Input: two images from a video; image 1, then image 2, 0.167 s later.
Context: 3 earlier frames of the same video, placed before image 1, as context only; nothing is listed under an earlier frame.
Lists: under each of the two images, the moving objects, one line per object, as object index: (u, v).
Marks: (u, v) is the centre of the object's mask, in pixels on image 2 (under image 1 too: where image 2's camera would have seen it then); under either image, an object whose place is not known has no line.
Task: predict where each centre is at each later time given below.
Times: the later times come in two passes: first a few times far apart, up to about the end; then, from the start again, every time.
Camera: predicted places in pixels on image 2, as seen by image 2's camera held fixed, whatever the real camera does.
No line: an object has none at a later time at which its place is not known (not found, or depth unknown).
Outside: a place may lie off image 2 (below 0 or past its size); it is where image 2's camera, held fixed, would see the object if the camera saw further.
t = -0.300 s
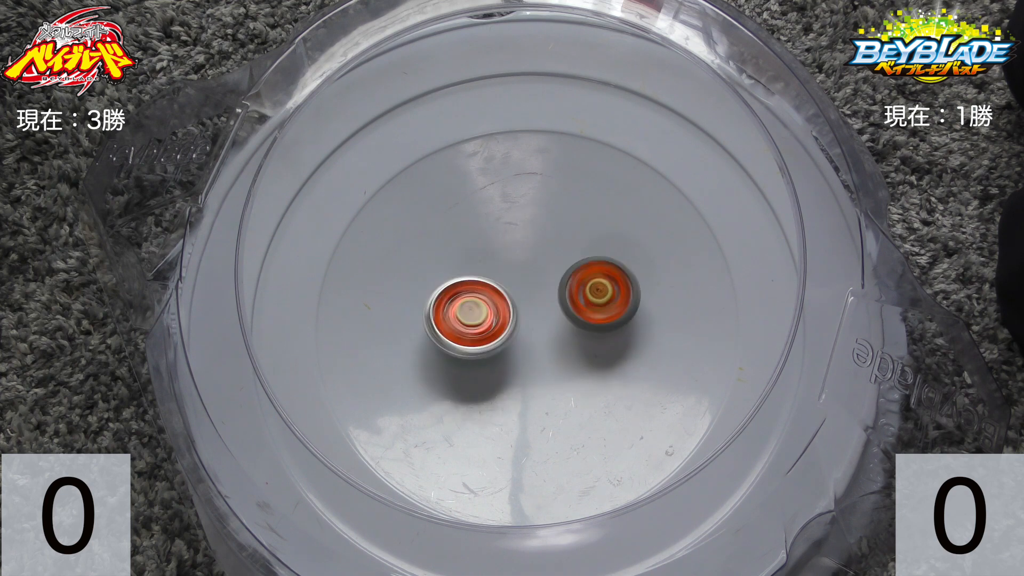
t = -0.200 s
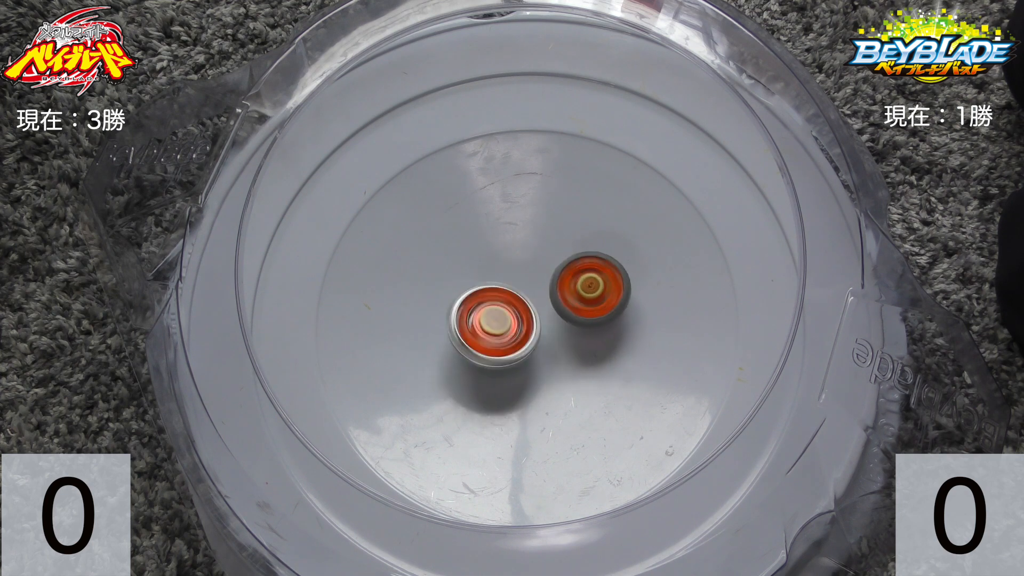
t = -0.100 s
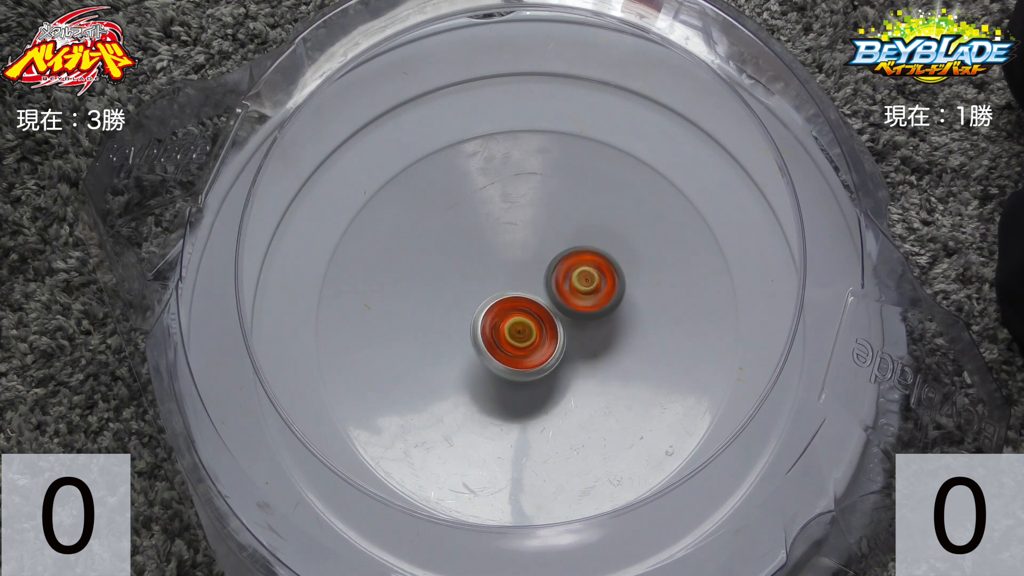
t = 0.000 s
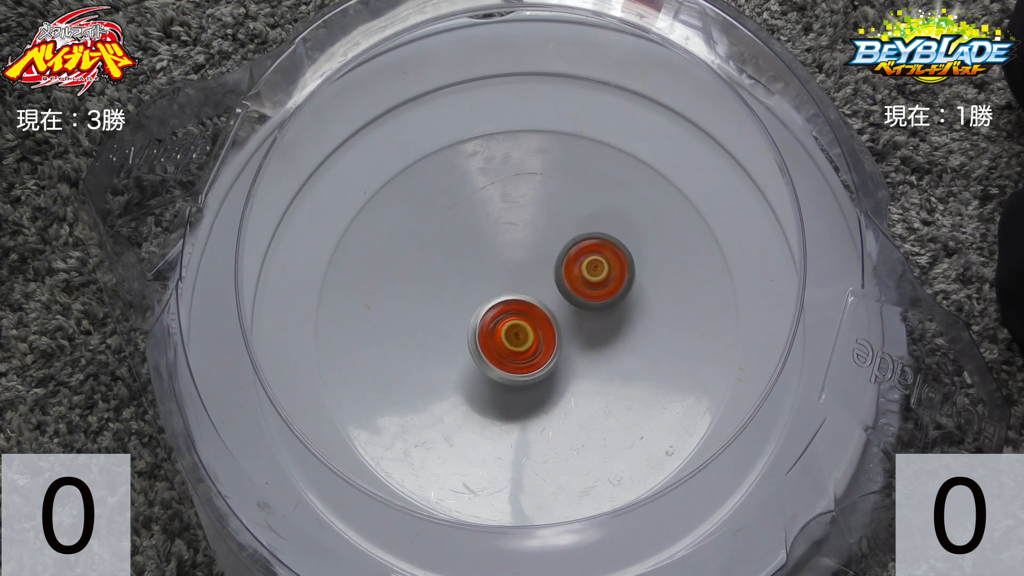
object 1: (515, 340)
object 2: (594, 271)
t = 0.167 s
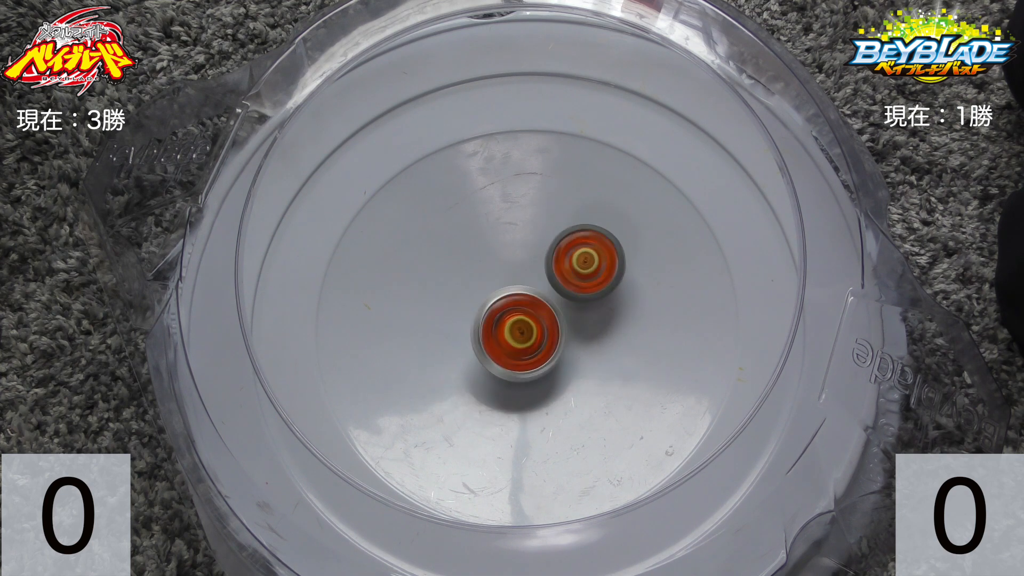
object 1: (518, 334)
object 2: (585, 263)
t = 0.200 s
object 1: (519, 332)
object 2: (583, 262)
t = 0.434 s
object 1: (503, 326)
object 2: (569, 255)
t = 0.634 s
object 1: (482, 321)
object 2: (567, 258)
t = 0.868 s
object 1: (485, 360)
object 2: (547, 266)
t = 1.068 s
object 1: (515, 348)
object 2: (531, 269)
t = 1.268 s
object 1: (524, 349)
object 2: (527, 255)
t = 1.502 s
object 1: (530, 330)
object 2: (515, 251)
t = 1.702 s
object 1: (529, 336)
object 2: (510, 257)
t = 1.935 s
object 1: (534, 376)
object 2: (521, 262)
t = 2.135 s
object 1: (535, 351)
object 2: (514, 274)
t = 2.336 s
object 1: (525, 341)
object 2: (508, 265)
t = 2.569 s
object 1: (511, 338)
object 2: (509, 255)
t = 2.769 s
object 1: (502, 374)
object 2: (542, 202)
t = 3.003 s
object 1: (518, 372)
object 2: (532, 246)
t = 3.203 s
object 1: (536, 368)
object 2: (568, 313)
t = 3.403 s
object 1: (522, 381)
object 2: (665, 298)
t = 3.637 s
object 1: (532, 362)
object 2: (620, 300)
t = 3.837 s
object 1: (510, 334)
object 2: (588, 309)
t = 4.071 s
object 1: (513, 307)
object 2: (594, 343)
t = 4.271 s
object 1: (520, 288)
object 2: (580, 358)
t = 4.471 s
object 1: (514, 289)
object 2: (589, 379)
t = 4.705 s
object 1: (520, 302)
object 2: (529, 393)
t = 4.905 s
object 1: (522, 307)
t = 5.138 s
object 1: (514, 304)
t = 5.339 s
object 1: (519, 310)
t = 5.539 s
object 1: (512, 308)
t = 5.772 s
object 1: (519, 309)
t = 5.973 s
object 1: (539, 297)
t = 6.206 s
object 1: (547, 304)
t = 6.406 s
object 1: (523, 319)
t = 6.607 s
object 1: (500, 313)
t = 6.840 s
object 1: (522, 300)
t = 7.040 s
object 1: (525, 304)
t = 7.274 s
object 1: (519, 304)
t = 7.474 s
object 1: (520, 310)
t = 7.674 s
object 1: (528, 314)
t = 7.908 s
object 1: (580, 306)
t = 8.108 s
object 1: (584, 279)
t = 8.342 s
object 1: (575, 269)
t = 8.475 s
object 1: (569, 266)
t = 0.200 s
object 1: (519, 332)
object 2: (583, 262)
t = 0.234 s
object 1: (519, 330)
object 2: (581, 261)
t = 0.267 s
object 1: (519, 327)
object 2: (579, 260)
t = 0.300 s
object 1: (520, 325)
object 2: (577, 259)
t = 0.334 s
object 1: (519, 324)
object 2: (575, 257)
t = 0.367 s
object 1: (513, 326)
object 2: (574, 256)
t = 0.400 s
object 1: (508, 327)
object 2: (572, 256)
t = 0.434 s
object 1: (503, 326)
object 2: (569, 255)
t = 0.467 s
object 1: (501, 323)
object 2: (566, 256)
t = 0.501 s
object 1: (500, 320)
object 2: (563, 256)
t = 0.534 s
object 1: (500, 316)
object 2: (561, 256)
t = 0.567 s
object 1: (498, 314)
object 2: (561, 256)
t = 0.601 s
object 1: (488, 317)
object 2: (565, 256)
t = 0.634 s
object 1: (482, 321)
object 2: (567, 258)
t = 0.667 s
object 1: (479, 329)
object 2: (565, 260)
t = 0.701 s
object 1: (477, 337)
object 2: (561, 262)
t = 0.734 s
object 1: (476, 345)
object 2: (558, 263)
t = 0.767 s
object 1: (477, 352)
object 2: (555, 264)
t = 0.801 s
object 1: (478, 357)
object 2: (552, 265)
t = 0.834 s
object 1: (481, 360)
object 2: (550, 265)
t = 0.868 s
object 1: (485, 360)
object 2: (547, 266)
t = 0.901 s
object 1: (490, 359)
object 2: (544, 267)
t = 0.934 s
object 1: (495, 357)
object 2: (541, 267)
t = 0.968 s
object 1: (501, 354)
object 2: (538, 268)
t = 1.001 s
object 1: (506, 352)
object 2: (536, 269)
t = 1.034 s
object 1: (511, 349)
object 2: (533, 269)
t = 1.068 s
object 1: (515, 348)
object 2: (531, 269)
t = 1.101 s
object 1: (516, 352)
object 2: (533, 260)
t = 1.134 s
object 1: (517, 354)
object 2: (535, 256)
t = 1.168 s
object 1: (518, 354)
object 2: (534, 256)
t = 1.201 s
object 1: (520, 353)
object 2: (531, 256)
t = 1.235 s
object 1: (522, 351)
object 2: (529, 255)
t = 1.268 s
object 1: (524, 349)
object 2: (527, 255)
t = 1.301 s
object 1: (526, 346)
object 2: (524, 254)
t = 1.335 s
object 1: (528, 342)
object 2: (523, 254)
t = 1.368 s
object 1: (529, 339)
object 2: (521, 254)
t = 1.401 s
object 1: (529, 337)
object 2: (519, 252)
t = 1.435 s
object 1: (529, 335)
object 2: (518, 251)
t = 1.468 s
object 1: (529, 332)
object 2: (517, 251)
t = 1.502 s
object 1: (530, 330)
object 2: (515, 251)
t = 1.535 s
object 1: (531, 329)
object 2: (513, 251)
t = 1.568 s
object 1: (531, 328)
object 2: (512, 251)
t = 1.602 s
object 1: (531, 330)
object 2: (511, 251)
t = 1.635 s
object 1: (531, 334)
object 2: (511, 253)
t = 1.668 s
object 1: (530, 335)
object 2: (510, 255)
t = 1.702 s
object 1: (529, 336)
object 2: (510, 257)
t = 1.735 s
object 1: (528, 338)
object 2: (510, 257)
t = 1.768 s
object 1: (527, 349)
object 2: (513, 250)
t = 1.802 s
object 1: (527, 359)
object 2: (517, 248)
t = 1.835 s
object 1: (529, 365)
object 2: (521, 252)
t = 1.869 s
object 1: (531, 369)
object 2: (522, 256)
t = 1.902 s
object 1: (532, 373)
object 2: (522, 260)
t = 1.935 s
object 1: (534, 376)
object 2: (521, 262)
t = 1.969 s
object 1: (536, 376)
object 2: (520, 264)
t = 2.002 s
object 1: (538, 373)
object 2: (519, 266)
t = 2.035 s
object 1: (538, 368)
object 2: (518, 269)
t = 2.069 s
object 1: (537, 362)
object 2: (517, 270)
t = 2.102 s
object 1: (536, 356)
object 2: (516, 272)
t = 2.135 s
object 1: (535, 351)
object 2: (514, 274)
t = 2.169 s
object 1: (536, 347)
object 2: (513, 271)
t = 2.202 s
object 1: (536, 346)
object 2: (511, 267)
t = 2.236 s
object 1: (535, 343)
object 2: (511, 267)
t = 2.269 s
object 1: (532, 341)
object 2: (510, 269)
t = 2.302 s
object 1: (528, 340)
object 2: (509, 268)
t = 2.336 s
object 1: (525, 341)
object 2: (508, 265)
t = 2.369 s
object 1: (520, 346)
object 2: (509, 257)
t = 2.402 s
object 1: (518, 347)
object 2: (510, 254)
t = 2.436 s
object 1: (515, 345)
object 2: (510, 254)
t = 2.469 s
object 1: (515, 343)
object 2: (509, 256)
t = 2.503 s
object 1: (515, 341)
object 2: (507, 257)
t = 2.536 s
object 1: (514, 339)
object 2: (508, 254)
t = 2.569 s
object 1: (511, 338)
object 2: (509, 255)
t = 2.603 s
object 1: (506, 355)
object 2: (515, 237)
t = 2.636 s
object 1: (501, 371)
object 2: (524, 215)
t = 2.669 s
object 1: (498, 376)
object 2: (532, 202)
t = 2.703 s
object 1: (497, 378)
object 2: (539, 196)
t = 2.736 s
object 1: (499, 375)
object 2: (542, 197)
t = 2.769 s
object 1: (502, 374)
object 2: (542, 202)
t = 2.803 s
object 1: (505, 375)
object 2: (541, 207)
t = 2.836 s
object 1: (506, 375)
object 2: (540, 212)
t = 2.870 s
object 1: (508, 374)
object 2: (539, 218)
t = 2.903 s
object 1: (511, 374)
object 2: (537, 224)
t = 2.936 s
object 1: (513, 373)
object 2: (535, 232)
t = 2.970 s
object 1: (515, 373)
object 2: (534, 239)
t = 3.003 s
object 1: (518, 372)
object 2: (532, 246)
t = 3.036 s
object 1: (520, 371)
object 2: (531, 254)
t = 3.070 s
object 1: (524, 369)
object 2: (531, 267)
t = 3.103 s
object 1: (528, 368)
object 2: (534, 281)
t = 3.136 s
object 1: (532, 365)
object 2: (540, 293)
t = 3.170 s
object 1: (535, 363)
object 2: (551, 302)
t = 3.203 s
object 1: (536, 368)
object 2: (568, 313)
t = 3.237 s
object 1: (526, 375)
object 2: (589, 317)
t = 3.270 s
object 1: (521, 381)
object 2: (611, 313)
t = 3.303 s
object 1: (520, 383)
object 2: (630, 310)
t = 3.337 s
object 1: (520, 383)
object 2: (646, 305)
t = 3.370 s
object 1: (522, 383)
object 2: (658, 300)
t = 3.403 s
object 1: (522, 381)
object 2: (665, 298)
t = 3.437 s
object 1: (521, 379)
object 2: (666, 297)
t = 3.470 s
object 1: (524, 374)
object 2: (665, 295)
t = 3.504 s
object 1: (526, 371)
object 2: (660, 295)
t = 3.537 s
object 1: (529, 369)
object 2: (653, 297)
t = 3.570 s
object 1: (531, 367)
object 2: (643, 299)
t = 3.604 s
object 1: (531, 366)
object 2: (632, 300)
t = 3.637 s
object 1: (532, 362)
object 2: (620, 300)
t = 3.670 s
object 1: (531, 356)
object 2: (608, 300)
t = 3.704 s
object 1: (532, 350)
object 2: (596, 300)
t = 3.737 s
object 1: (525, 343)
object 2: (590, 299)
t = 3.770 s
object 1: (522, 340)
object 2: (585, 300)
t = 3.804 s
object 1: (514, 336)
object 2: (586, 303)
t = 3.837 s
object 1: (510, 334)
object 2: (588, 309)
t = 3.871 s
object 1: (512, 329)
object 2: (589, 317)
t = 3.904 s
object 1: (509, 324)
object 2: (592, 322)
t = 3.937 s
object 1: (512, 321)
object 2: (593, 328)
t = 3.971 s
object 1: (512, 316)
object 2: (593, 333)
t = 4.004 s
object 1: (513, 313)
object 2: (594, 337)
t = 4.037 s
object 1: (514, 310)
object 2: (593, 340)
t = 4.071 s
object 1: (513, 307)
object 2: (594, 343)
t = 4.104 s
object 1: (514, 302)
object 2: (595, 348)
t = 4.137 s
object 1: (517, 301)
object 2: (592, 345)
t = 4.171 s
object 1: (520, 299)
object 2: (588, 345)
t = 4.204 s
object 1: (522, 299)
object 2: (583, 346)
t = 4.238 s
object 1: (525, 297)
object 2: (578, 348)
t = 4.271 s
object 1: (520, 288)
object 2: (580, 358)
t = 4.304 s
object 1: (515, 281)
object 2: (583, 371)
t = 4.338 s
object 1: (514, 279)
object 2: (585, 379)
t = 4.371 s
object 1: (516, 279)
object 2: (589, 385)
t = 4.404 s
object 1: (516, 284)
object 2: (591, 386)
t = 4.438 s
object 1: (515, 285)
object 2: (590, 384)
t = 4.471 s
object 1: (514, 289)
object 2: (589, 379)
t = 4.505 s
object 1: (515, 290)
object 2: (584, 373)
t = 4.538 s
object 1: (518, 293)
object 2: (575, 369)
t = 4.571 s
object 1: (517, 297)
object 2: (565, 367)
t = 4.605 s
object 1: (520, 302)
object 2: (552, 369)
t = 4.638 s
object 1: (519, 307)
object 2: (541, 373)
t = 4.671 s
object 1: (521, 304)
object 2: (534, 382)
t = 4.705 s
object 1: (520, 302)
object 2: (529, 393)
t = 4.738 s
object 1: (522, 299)
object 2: (525, 397)
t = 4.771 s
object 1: (524, 300)
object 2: (523, 400)
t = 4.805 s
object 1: (524, 302)
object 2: (523, 400)
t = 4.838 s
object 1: (525, 304)
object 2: (524, 399)
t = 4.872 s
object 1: (523, 307)
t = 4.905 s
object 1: (522, 307)
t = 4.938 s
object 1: (521, 309)
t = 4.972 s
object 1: (518, 309)
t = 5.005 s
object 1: (516, 308)
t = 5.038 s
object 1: (515, 309)
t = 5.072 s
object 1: (514, 307)
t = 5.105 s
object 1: (514, 306)
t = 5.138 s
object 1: (514, 304)
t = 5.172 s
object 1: (516, 303)
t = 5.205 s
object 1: (518, 304)
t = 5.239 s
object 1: (519, 304)
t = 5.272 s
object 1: (520, 306)
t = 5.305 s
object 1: (519, 308)
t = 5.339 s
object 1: (519, 310)
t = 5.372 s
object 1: (518, 312)
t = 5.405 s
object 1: (516, 312)
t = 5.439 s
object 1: (513, 313)
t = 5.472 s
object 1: (510, 311)
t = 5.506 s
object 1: (510, 309)
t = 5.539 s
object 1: (512, 308)
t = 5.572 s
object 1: (514, 306)
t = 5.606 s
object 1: (517, 307)
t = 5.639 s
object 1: (517, 309)
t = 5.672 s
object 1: (518, 311)
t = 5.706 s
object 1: (517, 314)
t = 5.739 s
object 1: (515, 311)
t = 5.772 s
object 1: (519, 309)
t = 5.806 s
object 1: (524, 311)
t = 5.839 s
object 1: (529, 308)
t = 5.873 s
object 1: (534, 306)
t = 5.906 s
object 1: (535, 304)
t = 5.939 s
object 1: (536, 300)
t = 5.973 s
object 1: (539, 297)
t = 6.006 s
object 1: (543, 295)
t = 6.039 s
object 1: (545, 298)
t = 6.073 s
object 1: (545, 299)
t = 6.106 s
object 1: (548, 297)
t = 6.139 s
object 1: (550, 299)
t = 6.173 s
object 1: (547, 303)
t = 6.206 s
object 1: (547, 304)
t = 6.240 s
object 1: (548, 307)
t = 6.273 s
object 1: (543, 310)
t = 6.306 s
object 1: (539, 313)
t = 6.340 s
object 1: (535, 316)
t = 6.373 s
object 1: (528, 318)
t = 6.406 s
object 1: (523, 319)
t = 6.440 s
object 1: (517, 320)
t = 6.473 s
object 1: (511, 319)
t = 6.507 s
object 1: (506, 319)
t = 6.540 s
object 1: (501, 318)
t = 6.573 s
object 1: (501, 314)
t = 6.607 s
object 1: (500, 313)
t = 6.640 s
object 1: (497, 313)
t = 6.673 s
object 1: (500, 311)
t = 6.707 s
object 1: (503, 309)
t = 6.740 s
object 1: (507, 301)
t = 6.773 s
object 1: (514, 296)
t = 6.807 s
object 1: (520, 298)
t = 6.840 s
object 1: (522, 300)
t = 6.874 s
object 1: (524, 301)
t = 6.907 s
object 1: (525, 306)
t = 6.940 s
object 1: (525, 306)
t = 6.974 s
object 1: (526, 305)
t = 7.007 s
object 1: (526, 304)
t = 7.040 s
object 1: (525, 304)
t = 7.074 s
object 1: (525, 303)
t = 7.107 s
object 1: (525, 304)
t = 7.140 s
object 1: (523, 306)
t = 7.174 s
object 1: (522, 304)
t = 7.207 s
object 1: (522, 306)
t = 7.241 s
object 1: (519, 305)
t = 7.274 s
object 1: (519, 304)
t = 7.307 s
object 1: (520, 304)
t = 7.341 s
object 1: (519, 305)
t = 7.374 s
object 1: (520, 305)
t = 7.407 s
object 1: (521, 306)
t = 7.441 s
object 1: (522, 309)
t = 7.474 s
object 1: (520, 310)
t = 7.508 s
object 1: (520, 309)
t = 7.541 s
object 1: (520, 311)
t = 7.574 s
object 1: (521, 312)
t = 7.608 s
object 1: (521, 313)
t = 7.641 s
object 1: (524, 314)
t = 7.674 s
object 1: (528, 314)
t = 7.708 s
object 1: (533, 315)
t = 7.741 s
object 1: (540, 317)
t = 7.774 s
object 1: (550, 318)
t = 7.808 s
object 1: (559, 318)
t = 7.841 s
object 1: (567, 316)
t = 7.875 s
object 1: (575, 312)
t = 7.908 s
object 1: (580, 306)
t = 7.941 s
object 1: (584, 300)
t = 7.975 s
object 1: (586, 294)
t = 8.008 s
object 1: (586, 289)
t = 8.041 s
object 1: (585, 285)
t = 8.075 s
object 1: (584, 281)
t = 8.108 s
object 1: (584, 279)
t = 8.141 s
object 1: (582, 277)
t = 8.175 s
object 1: (581, 275)
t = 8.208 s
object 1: (580, 274)
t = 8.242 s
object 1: (579, 272)
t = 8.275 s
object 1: (578, 271)
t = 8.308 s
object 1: (576, 270)
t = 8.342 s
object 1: (575, 269)
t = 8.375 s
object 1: (574, 268)
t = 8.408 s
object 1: (572, 267)
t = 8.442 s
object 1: (571, 267)
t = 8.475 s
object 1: (569, 266)
